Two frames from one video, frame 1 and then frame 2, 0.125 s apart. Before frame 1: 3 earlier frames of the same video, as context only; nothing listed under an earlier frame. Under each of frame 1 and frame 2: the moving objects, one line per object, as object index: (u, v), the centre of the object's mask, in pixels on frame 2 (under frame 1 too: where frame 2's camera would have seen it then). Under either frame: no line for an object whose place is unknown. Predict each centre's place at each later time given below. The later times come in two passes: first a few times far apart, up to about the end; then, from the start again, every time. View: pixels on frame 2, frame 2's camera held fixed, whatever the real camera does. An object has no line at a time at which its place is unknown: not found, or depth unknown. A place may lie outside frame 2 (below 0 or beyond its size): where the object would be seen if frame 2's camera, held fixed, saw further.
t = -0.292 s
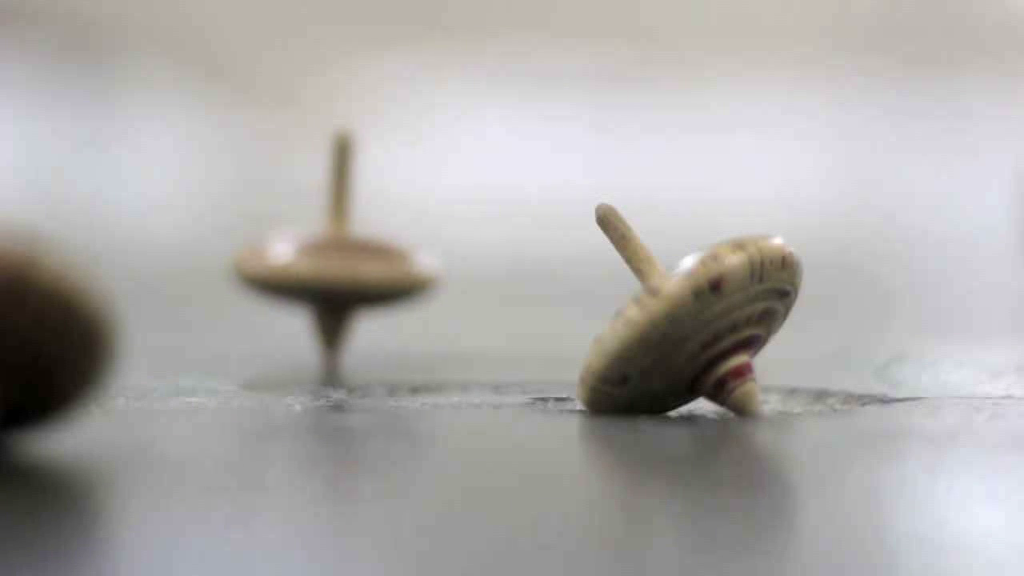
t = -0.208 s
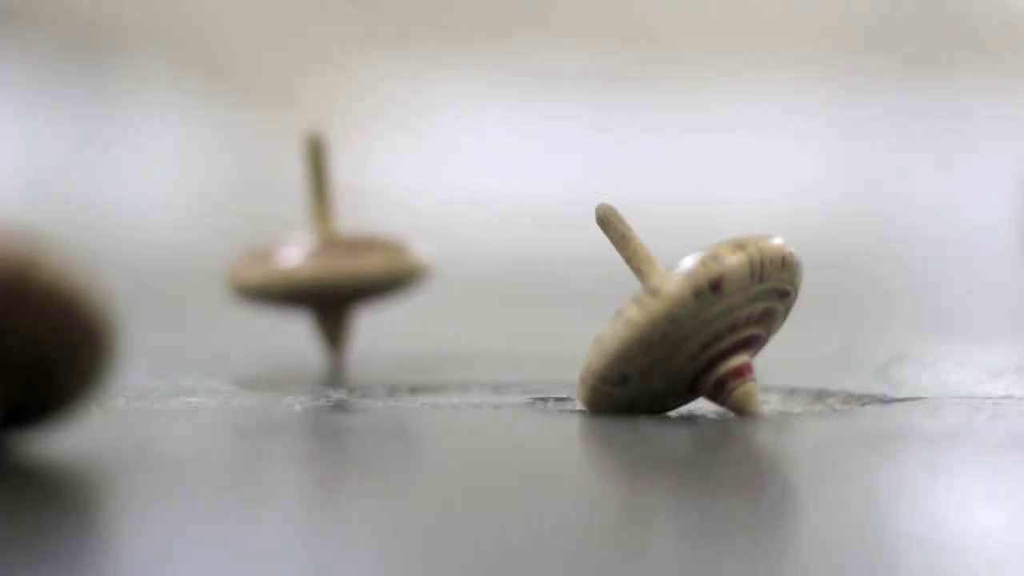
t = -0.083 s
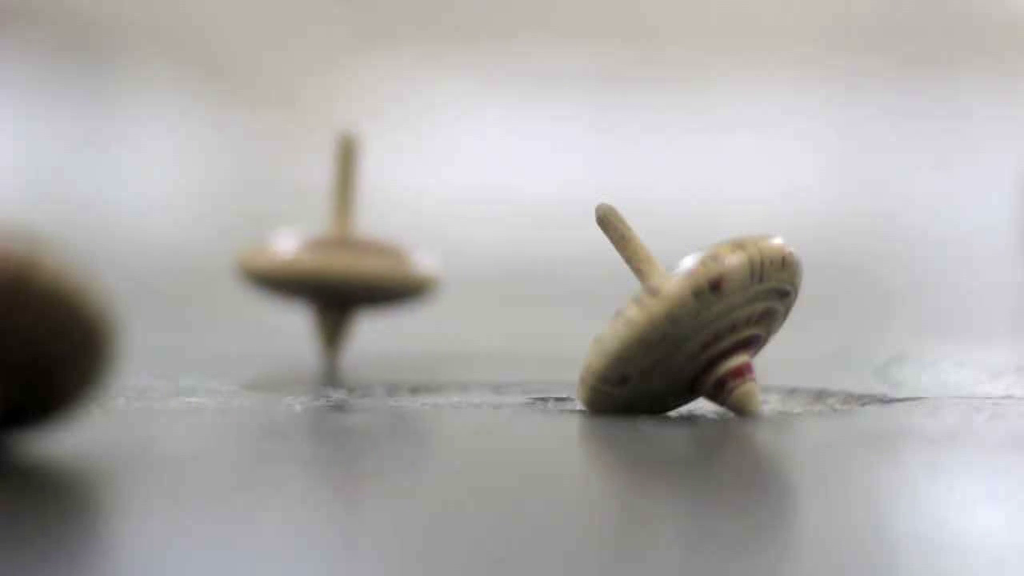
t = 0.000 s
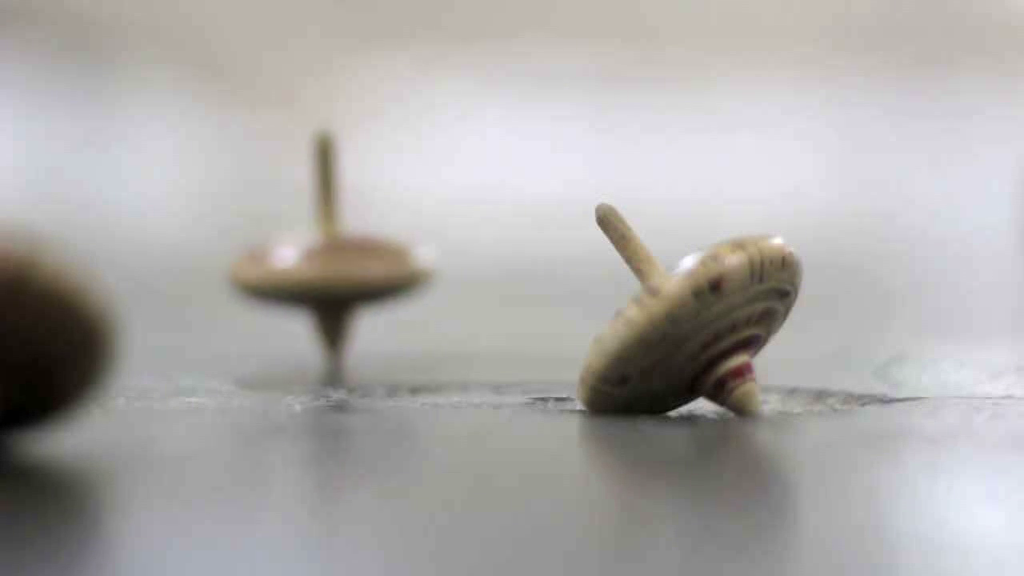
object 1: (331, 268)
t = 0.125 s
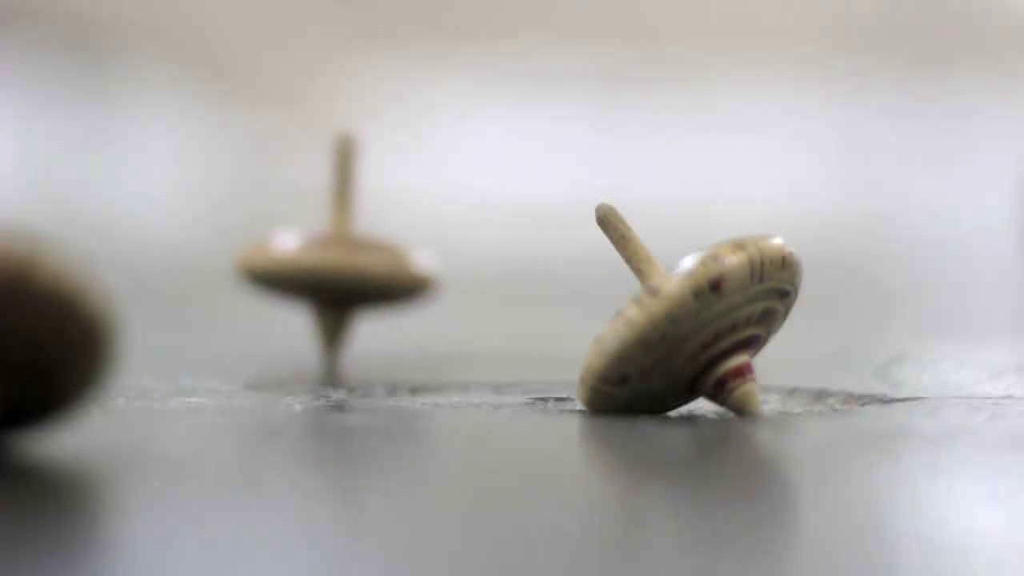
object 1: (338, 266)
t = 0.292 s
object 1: (331, 266)
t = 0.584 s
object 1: (333, 267)
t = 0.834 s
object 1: (339, 269)
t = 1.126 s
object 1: (325, 267)
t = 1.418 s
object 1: (312, 271)
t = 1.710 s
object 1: (294, 278)
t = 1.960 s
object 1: (360, 280)
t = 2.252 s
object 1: (405, 287)
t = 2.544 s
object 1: (366, 283)
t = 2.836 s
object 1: (478, 283)
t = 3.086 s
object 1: (363, 286)
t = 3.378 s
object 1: (482, 286)
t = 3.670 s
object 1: (363, 285)
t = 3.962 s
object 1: (476, 288)
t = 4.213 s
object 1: (398, 286)
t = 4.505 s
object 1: (381, 286)
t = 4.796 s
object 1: (480, 285)
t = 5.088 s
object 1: (450, 289)
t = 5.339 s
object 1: (460, 285)
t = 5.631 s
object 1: (461, 290)
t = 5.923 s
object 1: (365, 288)
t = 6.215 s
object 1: (360, 286)
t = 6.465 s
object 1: (359, 288)
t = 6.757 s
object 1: (361, 285)
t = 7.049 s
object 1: (421, 287)
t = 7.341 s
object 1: (480, 286)
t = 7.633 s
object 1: (480, 288)
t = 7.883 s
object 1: (421, 287)
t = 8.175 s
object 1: (380, 286)
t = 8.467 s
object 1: (421, 288)
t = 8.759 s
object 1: (482, 285)
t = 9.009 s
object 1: (479, 287)
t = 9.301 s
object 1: (415, 287)
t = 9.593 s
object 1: (409, 288)
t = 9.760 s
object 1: (444, 285)
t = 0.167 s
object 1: (334, 268)
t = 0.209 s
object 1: (332, 268)
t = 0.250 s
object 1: (321, 268)
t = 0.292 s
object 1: (331, 266)
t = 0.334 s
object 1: (338, 266)
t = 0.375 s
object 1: (334, 267)
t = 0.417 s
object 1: (333, 268)
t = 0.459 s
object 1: (320, 268)
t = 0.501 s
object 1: (325, 266)
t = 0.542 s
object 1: (334, 266)
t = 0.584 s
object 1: (333, 267)
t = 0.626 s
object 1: (334, 268)
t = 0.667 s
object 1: (321, 267)
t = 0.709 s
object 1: (322, 267)
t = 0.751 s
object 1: (329, 265)
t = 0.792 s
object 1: (333, 266)
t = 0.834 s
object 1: (339, 269)
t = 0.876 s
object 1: (327, 268)
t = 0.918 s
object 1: (322, 268)
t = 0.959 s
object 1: (327, 264)
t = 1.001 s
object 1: (333, 266)
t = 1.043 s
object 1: (342, 268)
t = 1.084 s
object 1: (332, 267)
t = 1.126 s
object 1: (325, 267)
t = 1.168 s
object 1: (323, 267)
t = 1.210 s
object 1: (328, 266)
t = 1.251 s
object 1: (345, 268)
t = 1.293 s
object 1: (343, 269)
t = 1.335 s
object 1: (339, 271)
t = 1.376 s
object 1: (323, 273)
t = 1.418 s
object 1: (312, 271)
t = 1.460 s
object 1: (321, 269)
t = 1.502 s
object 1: (333, 269)
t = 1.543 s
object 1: (358, 273)
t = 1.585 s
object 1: (360, 278)
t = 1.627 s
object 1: (343, 281)
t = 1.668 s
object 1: (315, 287)
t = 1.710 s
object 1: (294, 278)
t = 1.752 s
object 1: (298, 274)
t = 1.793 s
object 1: (303, 276)
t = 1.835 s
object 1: (325, 283)
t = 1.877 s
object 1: (345, 279)
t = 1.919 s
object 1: (347, 275)
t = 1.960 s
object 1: (360, 280)
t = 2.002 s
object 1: (355, 281)
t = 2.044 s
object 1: (368, 286)
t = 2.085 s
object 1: (363, 287)
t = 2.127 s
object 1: (369, 287)
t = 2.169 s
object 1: (370, 287)
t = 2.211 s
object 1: (383, 287)
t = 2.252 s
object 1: (405, 287)
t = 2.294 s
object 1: (426, 286)
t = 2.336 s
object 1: (452, 286)
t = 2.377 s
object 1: (471, 284)
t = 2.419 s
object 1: (460, 282)
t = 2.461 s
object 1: (428, 285)
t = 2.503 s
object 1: (394, 281)
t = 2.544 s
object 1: (366, 283)
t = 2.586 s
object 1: (360, 285)
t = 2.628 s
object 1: (375, 285)
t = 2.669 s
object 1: (408, 288)
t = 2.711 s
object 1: (446, 283)
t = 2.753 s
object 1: (472, 289)
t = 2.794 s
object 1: (482, 288)
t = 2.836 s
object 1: (478, 283)
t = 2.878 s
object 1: (463, 281)
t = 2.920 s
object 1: (437, 287)
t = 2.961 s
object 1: (408, 287)
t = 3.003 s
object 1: (379, 285)
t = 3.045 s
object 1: (358, 288)
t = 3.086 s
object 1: (363, 286)
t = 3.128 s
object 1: (383, 289)
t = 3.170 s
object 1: (412, 287)
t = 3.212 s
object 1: (437, 287)
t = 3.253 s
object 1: (460, 289)
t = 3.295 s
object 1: (474, 290)
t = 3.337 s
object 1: (480, 288)
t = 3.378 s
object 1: (482, 286)
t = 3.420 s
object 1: (471, 285)
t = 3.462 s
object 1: (452, 282)
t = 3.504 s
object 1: (423, 289)
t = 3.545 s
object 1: (392, 288)
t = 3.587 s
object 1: (367, 285)
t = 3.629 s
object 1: (358, 284)
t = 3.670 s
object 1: (363, 285)
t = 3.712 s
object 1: (376, 286)
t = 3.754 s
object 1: (391, 287)
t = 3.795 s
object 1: (408, 286)
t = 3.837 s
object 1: (424, 286)
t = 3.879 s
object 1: (445, 287)
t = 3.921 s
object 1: (463, 290)
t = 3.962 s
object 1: (476, 288)
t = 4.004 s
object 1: (481, 289)
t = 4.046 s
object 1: (479, 284)
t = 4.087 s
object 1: (464, 283)
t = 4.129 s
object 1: (441, 288)
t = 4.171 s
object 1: (418, 286)
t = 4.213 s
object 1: (398, 286)
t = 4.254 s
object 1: (379, 285)
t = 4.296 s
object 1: (367, 286)
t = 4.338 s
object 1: (362, 285)
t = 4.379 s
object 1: (359, 284)
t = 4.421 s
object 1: (362, 286)
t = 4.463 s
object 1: (369, 286)
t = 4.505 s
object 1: (381, 286)
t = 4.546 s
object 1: (398, 287)
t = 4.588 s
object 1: (418, 288)
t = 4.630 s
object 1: (443, 285)
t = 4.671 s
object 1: (462, 289)
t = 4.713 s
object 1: (474, 288)
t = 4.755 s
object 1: (480, 285)
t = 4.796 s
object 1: (480, 285)
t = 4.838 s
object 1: (476, 285)
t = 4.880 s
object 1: (470, 284)
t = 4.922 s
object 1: (463, 284)
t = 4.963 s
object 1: (458, 288)
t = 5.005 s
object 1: (455, 291)
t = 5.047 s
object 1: (451, 284)
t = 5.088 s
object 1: (450, 289)
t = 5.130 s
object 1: (450, 290)
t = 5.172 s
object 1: (450, 289)
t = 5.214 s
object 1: (452, 290)
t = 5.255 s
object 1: (454, 292)
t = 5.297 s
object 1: (457, 284)
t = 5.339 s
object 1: (460, 285)
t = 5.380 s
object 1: (466, 283)
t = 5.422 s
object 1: (472, 283)
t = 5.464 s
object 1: (477, 283)
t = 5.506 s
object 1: (481, 286)
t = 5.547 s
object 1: (480, 286)
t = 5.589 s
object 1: (472, 288)
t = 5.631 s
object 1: (461, 290)
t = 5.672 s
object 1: (445, 288)
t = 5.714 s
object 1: (422, 288)
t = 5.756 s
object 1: (405, 289)
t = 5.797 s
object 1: (391, 289)
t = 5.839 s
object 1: (379, 288)
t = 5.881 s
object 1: (371, 288)
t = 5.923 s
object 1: (365, 288)
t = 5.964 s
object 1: (362, 287)
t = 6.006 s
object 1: (361, 287)
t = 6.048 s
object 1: (360, 282)
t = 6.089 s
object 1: (359, 285)
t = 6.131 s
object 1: (359, 286)
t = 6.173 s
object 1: (359, 286)
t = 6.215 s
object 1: (360, 286)
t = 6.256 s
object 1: (361, 285)
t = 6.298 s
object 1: (362, 286)
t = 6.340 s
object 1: (361, 287)
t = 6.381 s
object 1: (361, 288)
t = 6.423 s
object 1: (360, 286)
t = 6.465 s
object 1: (359, 288)
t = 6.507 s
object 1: (358, 287)
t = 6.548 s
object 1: (358, 285)
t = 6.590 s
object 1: (359, 283)
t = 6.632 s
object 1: (359, 287)
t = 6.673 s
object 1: (359, 285)
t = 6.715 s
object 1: (360, 286)
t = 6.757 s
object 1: (361, 285)
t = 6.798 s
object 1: (365, 285)
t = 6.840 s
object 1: (368, 289)
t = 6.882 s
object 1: (374, 288)
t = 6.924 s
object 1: (382, 290)
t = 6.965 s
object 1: (394, 290)
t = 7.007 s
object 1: (406, 289)
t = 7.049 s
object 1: (421, 287)
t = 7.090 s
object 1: (442, 286)
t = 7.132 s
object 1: (456, 289)
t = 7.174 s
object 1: (467, 288)
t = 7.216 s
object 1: (476, 287)
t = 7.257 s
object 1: (479, 285)
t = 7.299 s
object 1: (481, 286)
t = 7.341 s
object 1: (480, 286)
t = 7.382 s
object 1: (479, 286)
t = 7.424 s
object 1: (478, 286)
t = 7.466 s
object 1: (478, 287)
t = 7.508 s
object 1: (479, 287)
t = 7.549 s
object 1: (480, 286)
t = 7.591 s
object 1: (481, 286)
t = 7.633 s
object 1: (480, 288)
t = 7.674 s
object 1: (479, 289)
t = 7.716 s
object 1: (473, 290)
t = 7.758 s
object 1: (464, 291)
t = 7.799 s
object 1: (450, 289)
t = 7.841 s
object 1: (438, 287)
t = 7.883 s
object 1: (421, 287)
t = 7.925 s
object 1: (409, 288)
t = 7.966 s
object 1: (399, 288)
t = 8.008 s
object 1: (392, 285)
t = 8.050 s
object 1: (386, 285)
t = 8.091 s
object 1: (382, 284)
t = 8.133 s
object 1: (380, 283)
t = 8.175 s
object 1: (380, 286)
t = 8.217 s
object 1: (381, 287)
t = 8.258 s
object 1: (384, 284)
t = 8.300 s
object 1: (388, 284)
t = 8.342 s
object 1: (394, 286)
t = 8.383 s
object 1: (401, 288)
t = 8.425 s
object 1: (410, 289)
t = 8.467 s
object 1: (421, 288)
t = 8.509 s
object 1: (437, 285)
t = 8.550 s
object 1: (451, 285)
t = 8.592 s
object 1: (460, 289)
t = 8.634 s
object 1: (469, 288)
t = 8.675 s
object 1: (476, 287)
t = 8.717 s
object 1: (481, 285)
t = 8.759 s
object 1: (482, 285)
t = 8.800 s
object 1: (483, 286)
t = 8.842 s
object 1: (482, 287)
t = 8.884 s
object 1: (482, 287)
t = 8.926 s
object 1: (482, 286)
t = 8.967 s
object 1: (480, 288)
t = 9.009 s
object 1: (479, 287)
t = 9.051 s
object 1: (475, 288)
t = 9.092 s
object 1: (467, 290)
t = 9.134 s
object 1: (458, 290)
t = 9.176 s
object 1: (449, 286)
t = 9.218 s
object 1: (437, 286)
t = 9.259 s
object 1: (424, 287)
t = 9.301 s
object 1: (415, 287)
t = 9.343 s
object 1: (408, 288)
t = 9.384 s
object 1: (404, 288)
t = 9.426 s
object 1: (401, 288)
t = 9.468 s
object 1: (400, 287)
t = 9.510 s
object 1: (401, 288)
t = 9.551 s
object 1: (404, 288)
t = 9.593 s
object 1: (409, 288)
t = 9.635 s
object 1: (414, 288)
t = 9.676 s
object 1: (422, 286)
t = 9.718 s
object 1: (433, 285)
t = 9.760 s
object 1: (444, 285)
